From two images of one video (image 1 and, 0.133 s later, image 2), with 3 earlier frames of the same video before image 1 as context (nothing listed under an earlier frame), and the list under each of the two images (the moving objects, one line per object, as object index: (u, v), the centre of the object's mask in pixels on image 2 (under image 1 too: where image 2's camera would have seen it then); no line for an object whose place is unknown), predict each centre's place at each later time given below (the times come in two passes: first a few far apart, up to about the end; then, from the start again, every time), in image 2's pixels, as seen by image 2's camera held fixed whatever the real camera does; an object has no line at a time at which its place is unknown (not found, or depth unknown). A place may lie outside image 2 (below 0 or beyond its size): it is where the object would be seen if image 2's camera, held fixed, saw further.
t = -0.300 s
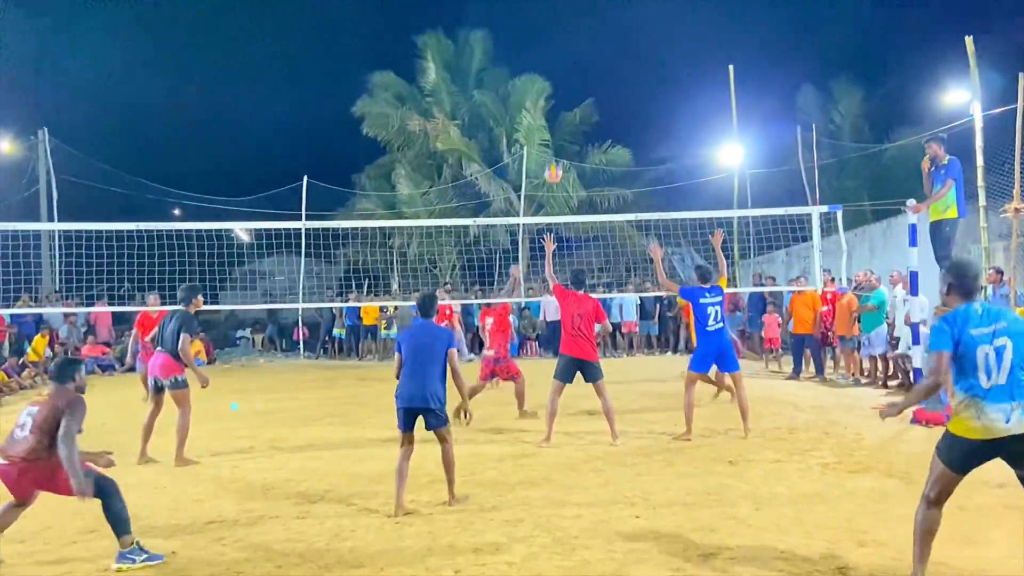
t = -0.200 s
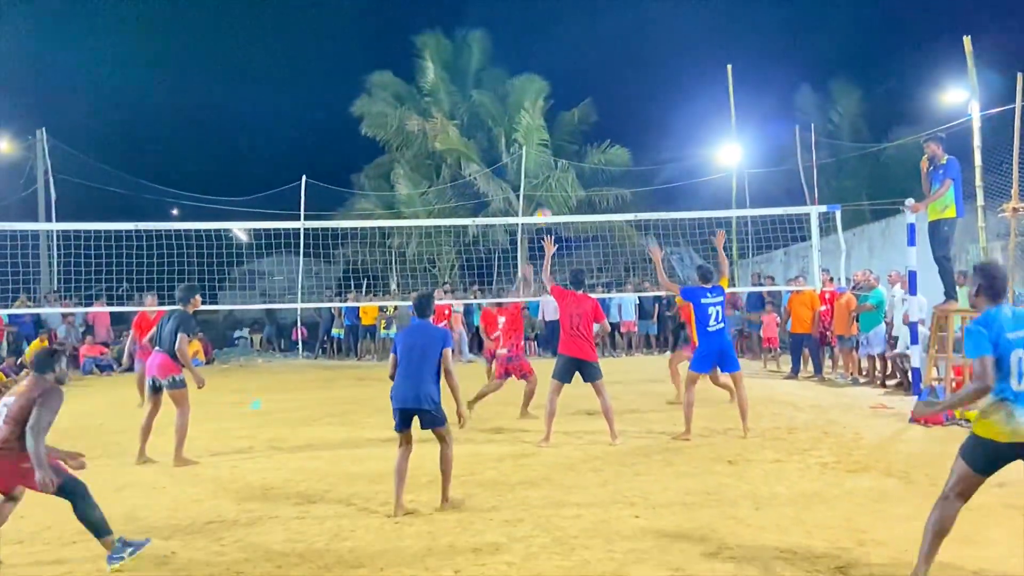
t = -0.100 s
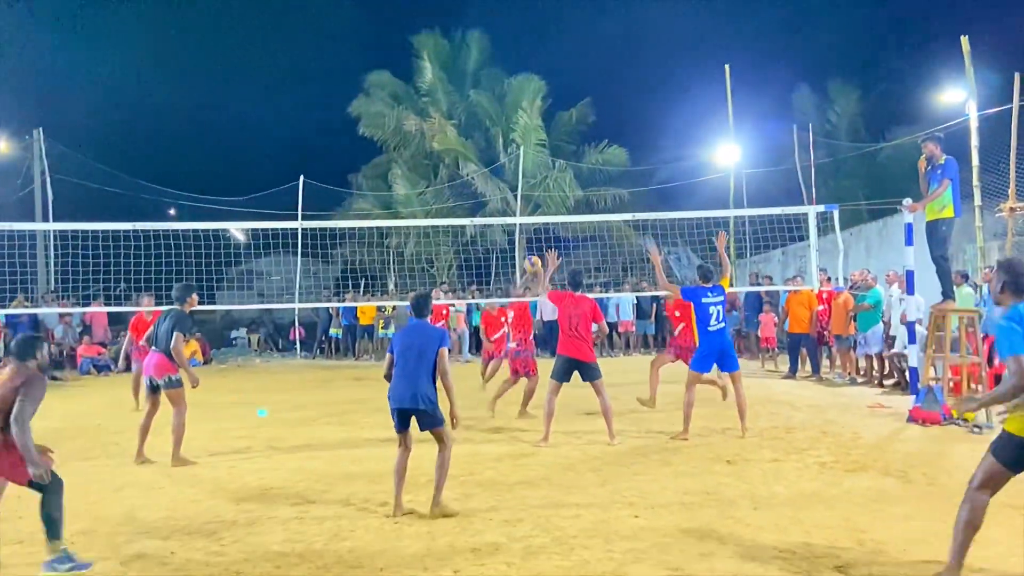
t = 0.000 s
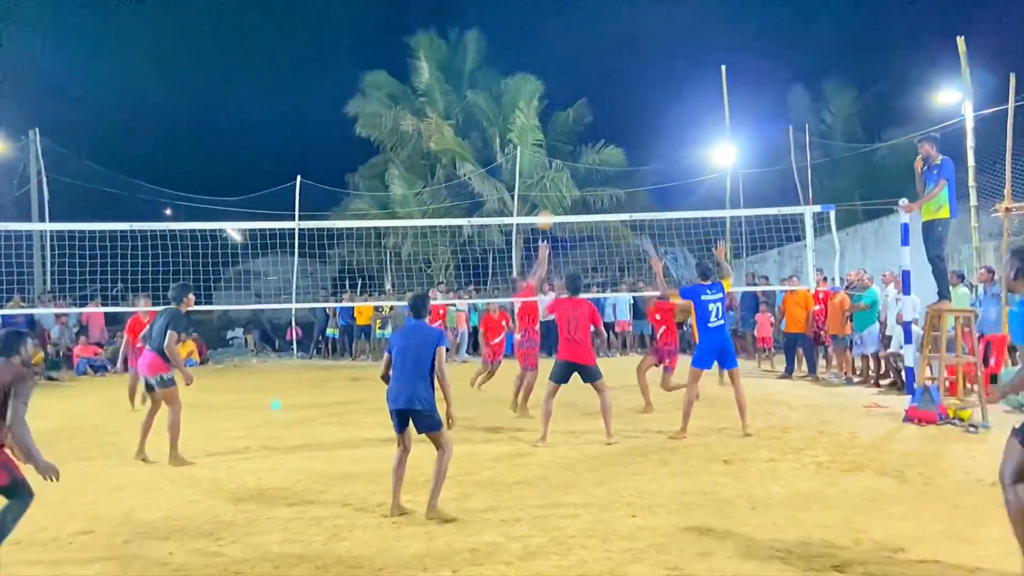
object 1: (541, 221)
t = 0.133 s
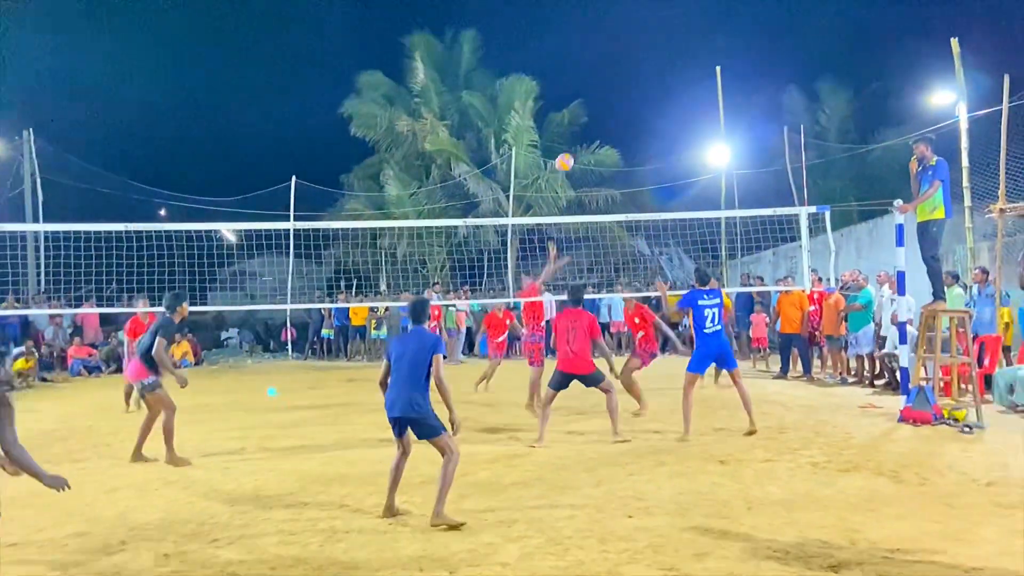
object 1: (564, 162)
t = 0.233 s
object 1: (583, 128)
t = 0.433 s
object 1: (618, 84)
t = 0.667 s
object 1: (658, 72)
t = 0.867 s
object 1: (691, 96)
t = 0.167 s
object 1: (570, 150)
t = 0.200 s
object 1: (577, 139)
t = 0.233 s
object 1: (583, 128)
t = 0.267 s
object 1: (589, 119)
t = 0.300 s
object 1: (595, 110)
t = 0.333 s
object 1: (601, 102)
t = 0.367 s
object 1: (606, 95)
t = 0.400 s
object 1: (612, 89)
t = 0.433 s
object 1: (618, 84)
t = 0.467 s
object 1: (623, 80)
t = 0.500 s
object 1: (629, 77)
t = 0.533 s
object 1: (635, 74)
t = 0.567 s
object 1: (641, 72)
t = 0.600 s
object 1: (646, 72)
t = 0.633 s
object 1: (652, 72)
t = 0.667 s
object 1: (658, 72)
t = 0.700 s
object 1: (663, 74)
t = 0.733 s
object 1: (669, 77)
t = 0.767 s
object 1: (675, 80)
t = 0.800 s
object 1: (680, 84)
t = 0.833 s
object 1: (686, 90)
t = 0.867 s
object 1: (691, 96)
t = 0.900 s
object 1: (697, 103)
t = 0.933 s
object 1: (703, 111)
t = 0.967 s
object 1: (709, 119)
